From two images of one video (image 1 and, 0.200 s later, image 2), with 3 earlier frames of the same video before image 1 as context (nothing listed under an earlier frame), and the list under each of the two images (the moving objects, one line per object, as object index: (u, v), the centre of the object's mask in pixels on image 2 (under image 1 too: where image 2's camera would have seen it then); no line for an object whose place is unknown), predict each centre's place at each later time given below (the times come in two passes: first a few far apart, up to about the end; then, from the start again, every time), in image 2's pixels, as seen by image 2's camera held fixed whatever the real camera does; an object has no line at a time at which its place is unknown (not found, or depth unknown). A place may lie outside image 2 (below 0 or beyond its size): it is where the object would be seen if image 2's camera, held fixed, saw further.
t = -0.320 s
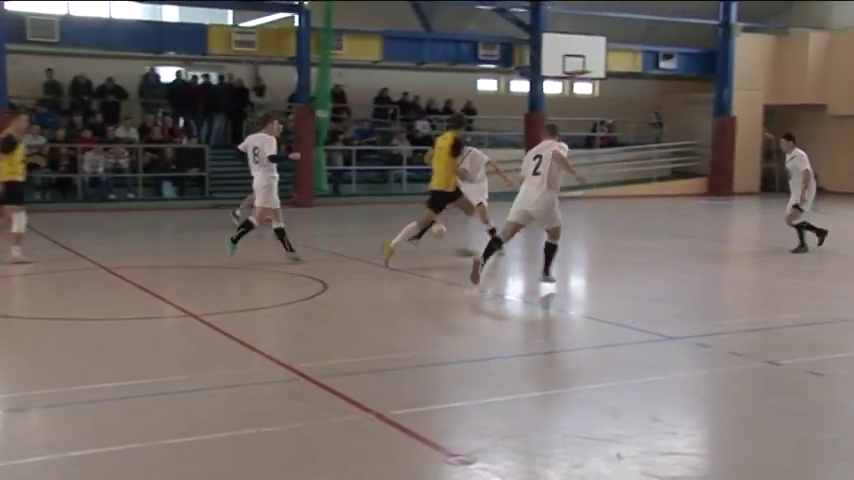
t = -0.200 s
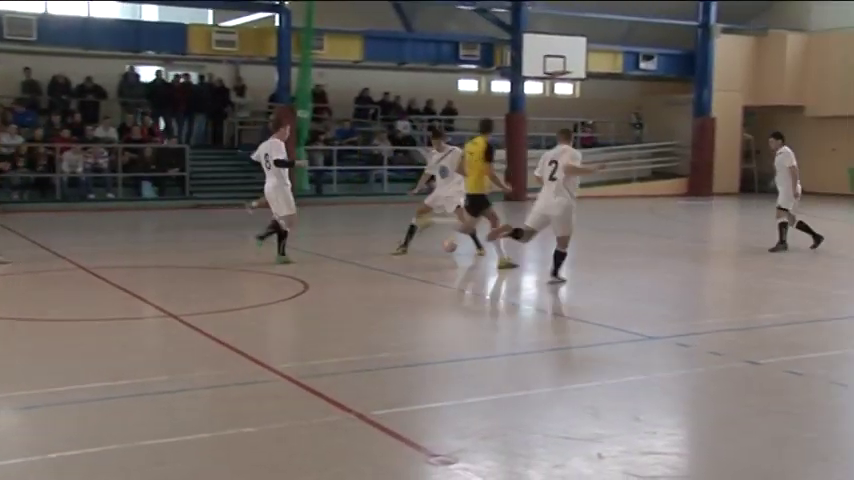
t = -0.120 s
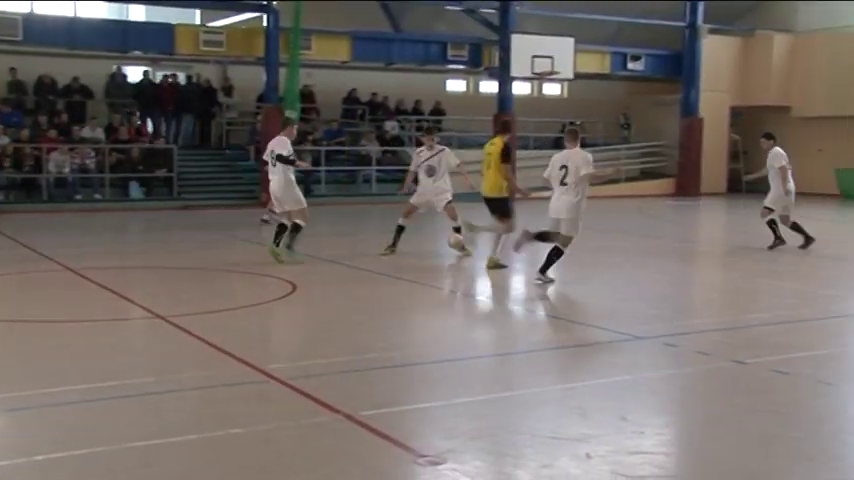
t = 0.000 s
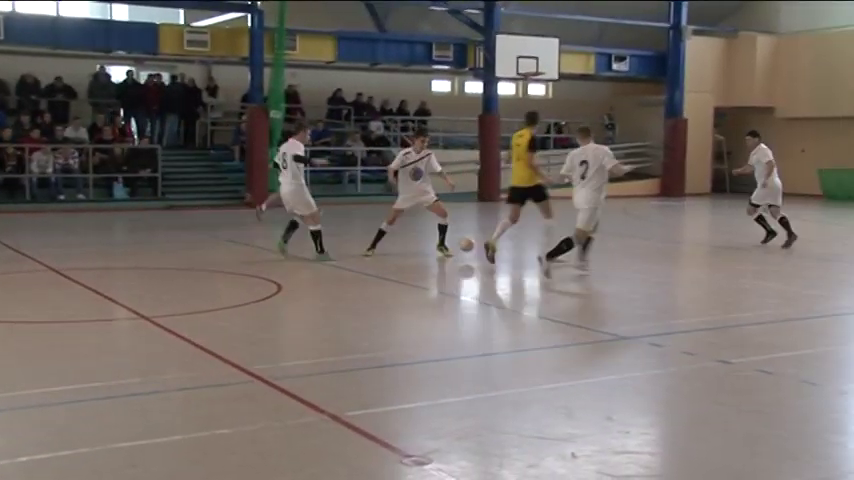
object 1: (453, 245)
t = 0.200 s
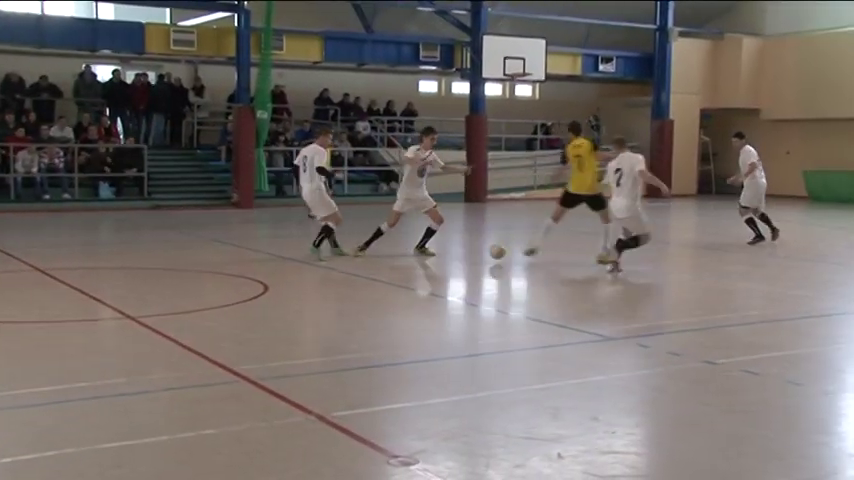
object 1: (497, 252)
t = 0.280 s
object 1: (515, 257)
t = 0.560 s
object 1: (577, 260)
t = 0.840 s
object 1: (642, 265)
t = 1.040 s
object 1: (692, 268)
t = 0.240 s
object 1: (506, 254)
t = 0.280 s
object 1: (515, 257)
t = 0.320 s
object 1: (523, 255)
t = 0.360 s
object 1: (532, 257)
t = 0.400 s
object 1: (541, 259)
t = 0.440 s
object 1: (550, 258)
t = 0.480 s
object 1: (560, 260)
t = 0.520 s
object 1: (568, 260)
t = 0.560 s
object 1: (577, 260)
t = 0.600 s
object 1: (586, 261)
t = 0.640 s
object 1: (596, 261)
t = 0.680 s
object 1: (605, 261)
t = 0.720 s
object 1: (614, 262)
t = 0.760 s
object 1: (624, 263)
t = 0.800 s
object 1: (633, 264)
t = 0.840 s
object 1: (642, 265)
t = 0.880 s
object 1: (653, 264)
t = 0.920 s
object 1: (662, 265)
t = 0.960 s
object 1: (671, 266)
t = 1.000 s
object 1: (681, 267)
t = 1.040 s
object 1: (692, 268)
